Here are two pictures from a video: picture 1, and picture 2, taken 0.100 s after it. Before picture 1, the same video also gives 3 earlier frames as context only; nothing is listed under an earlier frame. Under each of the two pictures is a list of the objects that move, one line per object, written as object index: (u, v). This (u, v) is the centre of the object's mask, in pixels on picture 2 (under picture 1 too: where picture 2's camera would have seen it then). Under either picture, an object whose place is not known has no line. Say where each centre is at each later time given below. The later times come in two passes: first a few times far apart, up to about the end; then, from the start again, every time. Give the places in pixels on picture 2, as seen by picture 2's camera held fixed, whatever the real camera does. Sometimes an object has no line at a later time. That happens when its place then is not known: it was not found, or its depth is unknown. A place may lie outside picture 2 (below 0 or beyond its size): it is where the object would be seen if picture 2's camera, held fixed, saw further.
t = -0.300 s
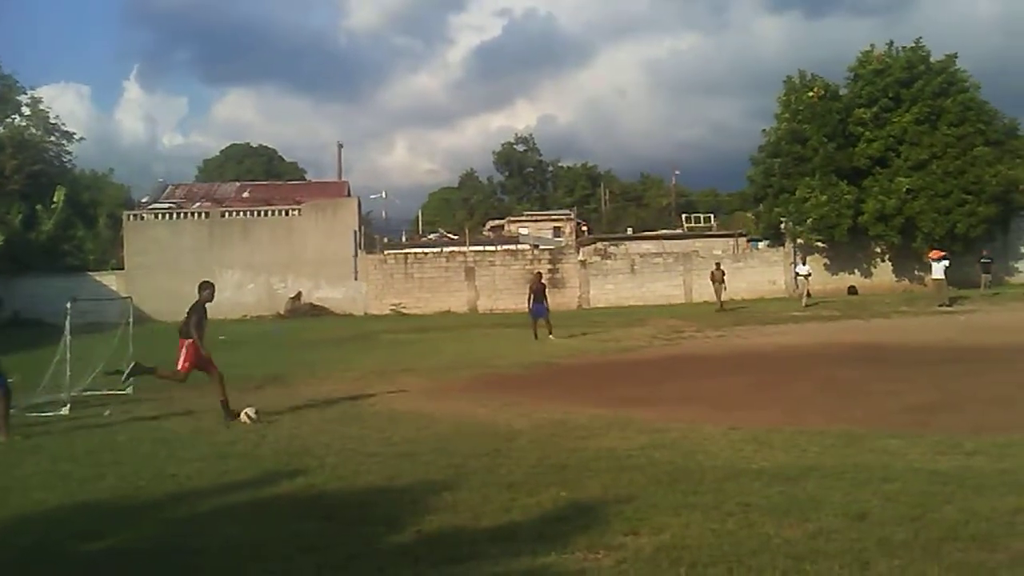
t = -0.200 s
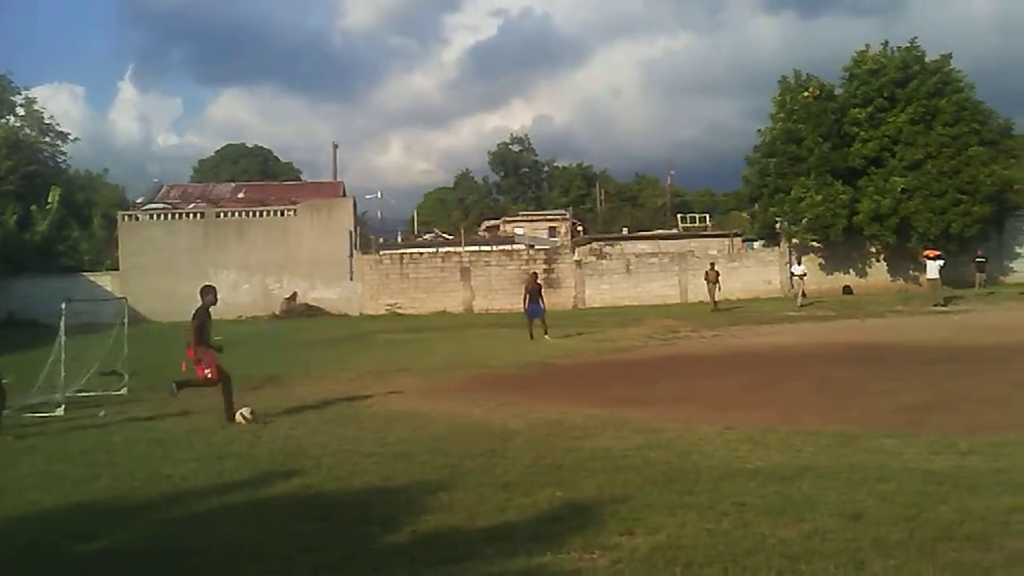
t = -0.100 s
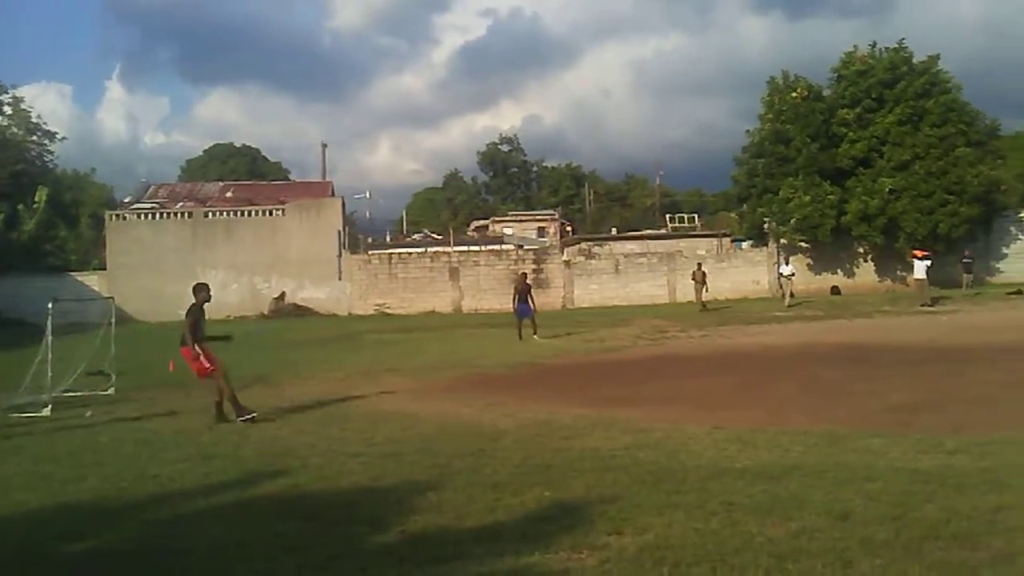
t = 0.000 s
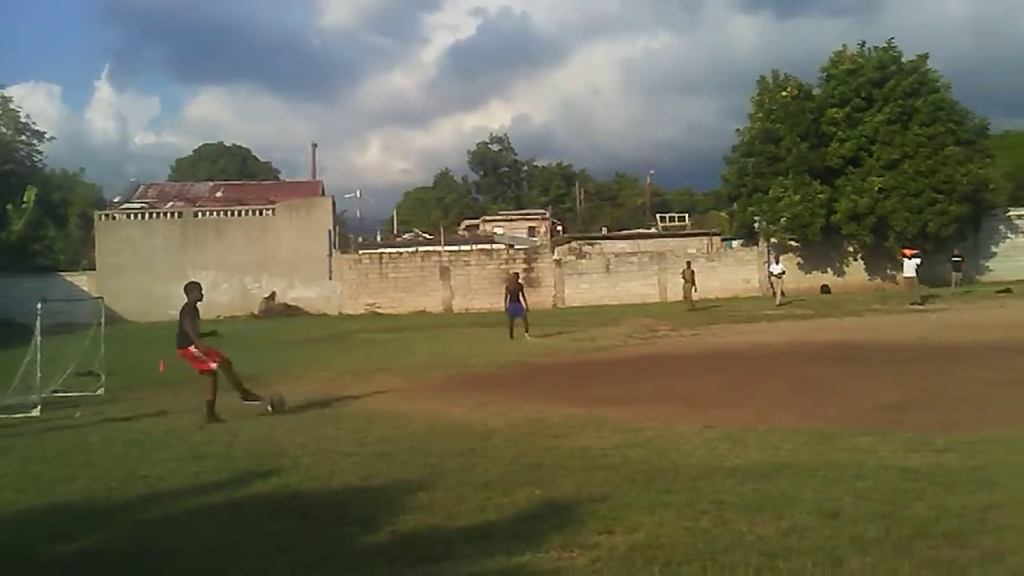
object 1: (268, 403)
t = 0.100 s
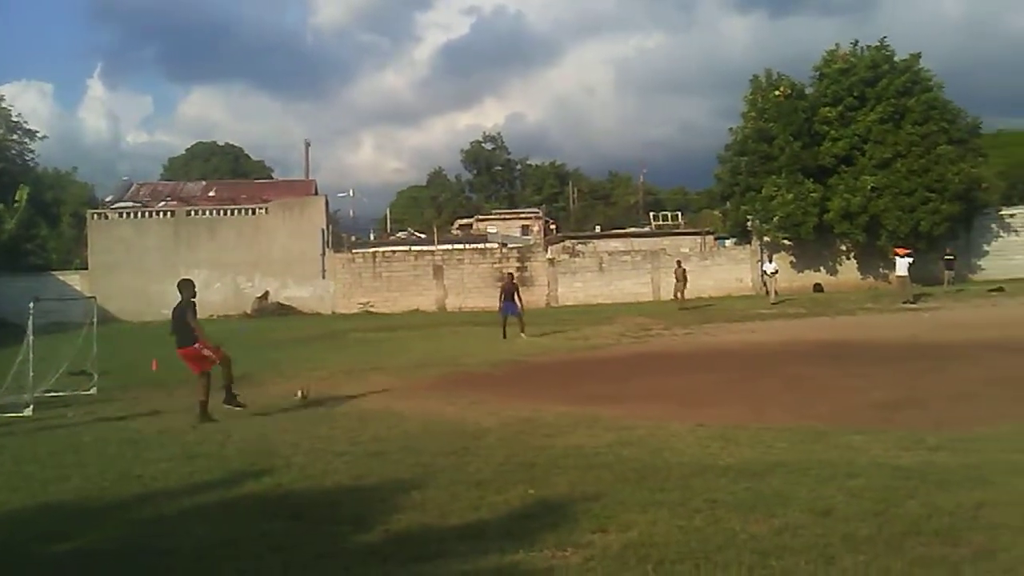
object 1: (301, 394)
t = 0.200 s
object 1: (324, 386)
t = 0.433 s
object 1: (365, 377)
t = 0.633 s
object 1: (390, 369)
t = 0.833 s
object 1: (410, 361)
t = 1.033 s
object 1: (426, 355)
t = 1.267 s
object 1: (443, 351)
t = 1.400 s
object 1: (449, 348)
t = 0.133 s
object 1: (308, 390)
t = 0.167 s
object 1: (316, 387)
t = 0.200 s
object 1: (324, 386)
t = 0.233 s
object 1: (331, 385)
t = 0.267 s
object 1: (337, 384)
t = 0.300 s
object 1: (344, 381)
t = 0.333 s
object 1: (350, 379)
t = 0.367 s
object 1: (355, 378)
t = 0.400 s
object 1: (360, 377)
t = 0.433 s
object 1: (365, 377)
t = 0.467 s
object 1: (370, 375)
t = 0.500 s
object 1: (374, 374)
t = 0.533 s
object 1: (378, 372)
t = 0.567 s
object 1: (382, 370)
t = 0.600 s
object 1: (386, 369)
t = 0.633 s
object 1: (390, 369)
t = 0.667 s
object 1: (393, 367)
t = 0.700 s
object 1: (396, 367)
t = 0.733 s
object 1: (401, 366)
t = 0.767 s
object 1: (403, 364)
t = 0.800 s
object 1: (406, 362)
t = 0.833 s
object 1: (410, 361)
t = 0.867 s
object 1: (412, 360)
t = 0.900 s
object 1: (416, 358)
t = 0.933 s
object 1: (419, 359)
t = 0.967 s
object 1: (421, 358)
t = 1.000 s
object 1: (423, 356)
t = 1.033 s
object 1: (426, 355)
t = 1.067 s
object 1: (428, 354)
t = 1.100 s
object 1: (431, 355)
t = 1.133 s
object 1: (435, 354)
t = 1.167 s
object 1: (435, 352)
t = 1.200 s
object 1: (438, 352)
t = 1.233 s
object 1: (440, 350)
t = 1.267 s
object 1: (443, 351)
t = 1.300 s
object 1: (445, 350)
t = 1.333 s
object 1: (446, 350)
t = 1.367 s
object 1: (448, 349)
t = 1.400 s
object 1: (449, 348)
